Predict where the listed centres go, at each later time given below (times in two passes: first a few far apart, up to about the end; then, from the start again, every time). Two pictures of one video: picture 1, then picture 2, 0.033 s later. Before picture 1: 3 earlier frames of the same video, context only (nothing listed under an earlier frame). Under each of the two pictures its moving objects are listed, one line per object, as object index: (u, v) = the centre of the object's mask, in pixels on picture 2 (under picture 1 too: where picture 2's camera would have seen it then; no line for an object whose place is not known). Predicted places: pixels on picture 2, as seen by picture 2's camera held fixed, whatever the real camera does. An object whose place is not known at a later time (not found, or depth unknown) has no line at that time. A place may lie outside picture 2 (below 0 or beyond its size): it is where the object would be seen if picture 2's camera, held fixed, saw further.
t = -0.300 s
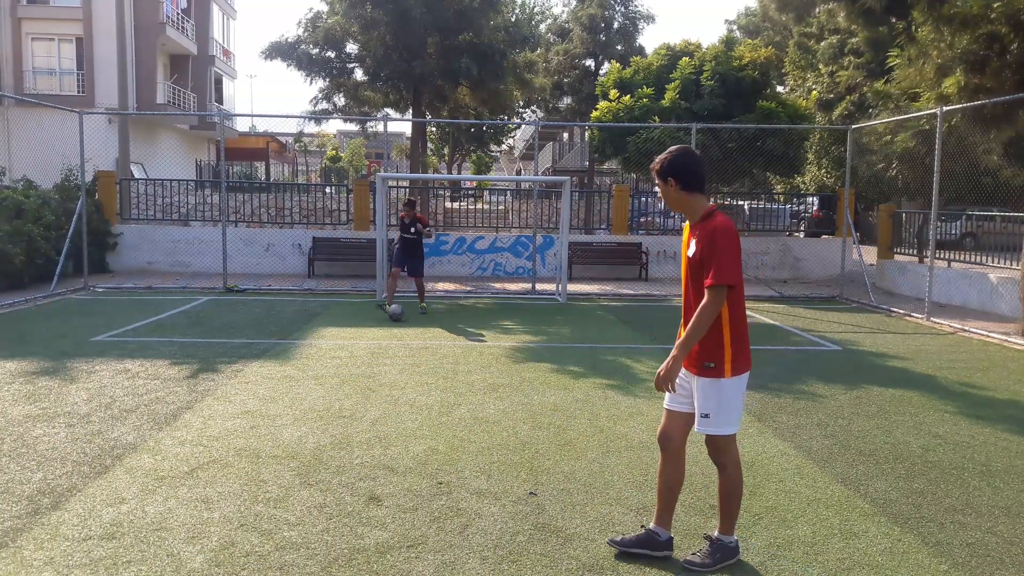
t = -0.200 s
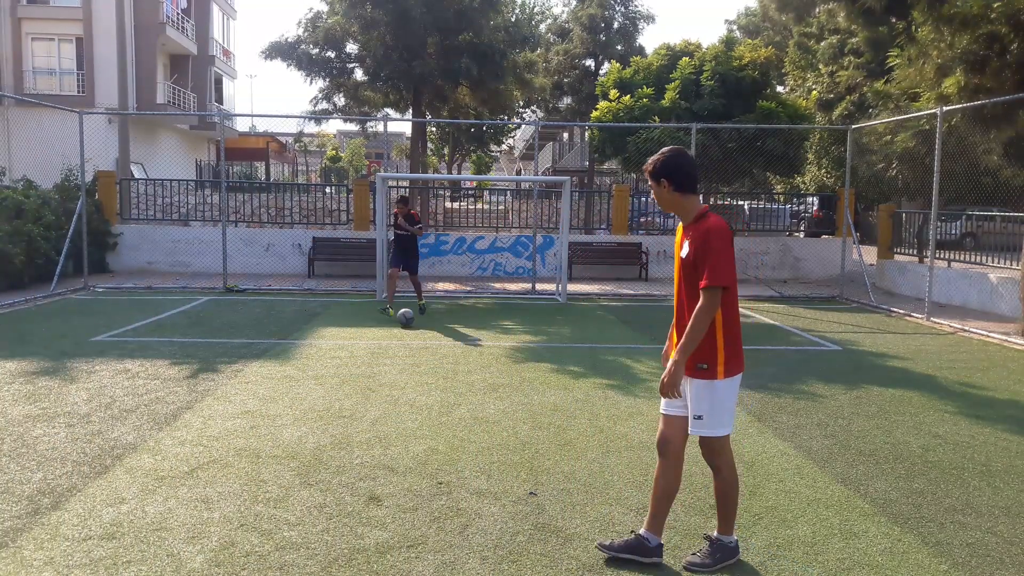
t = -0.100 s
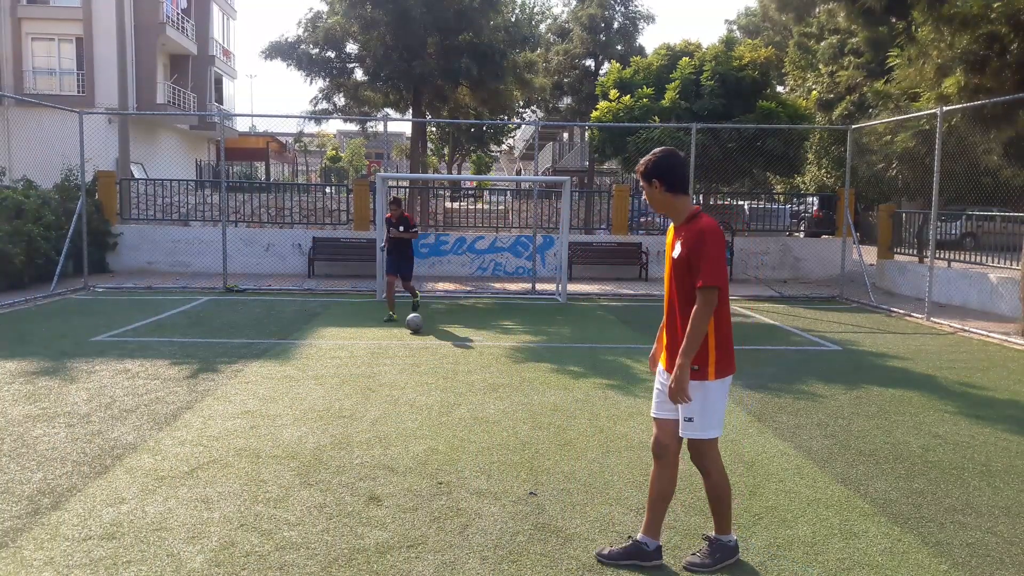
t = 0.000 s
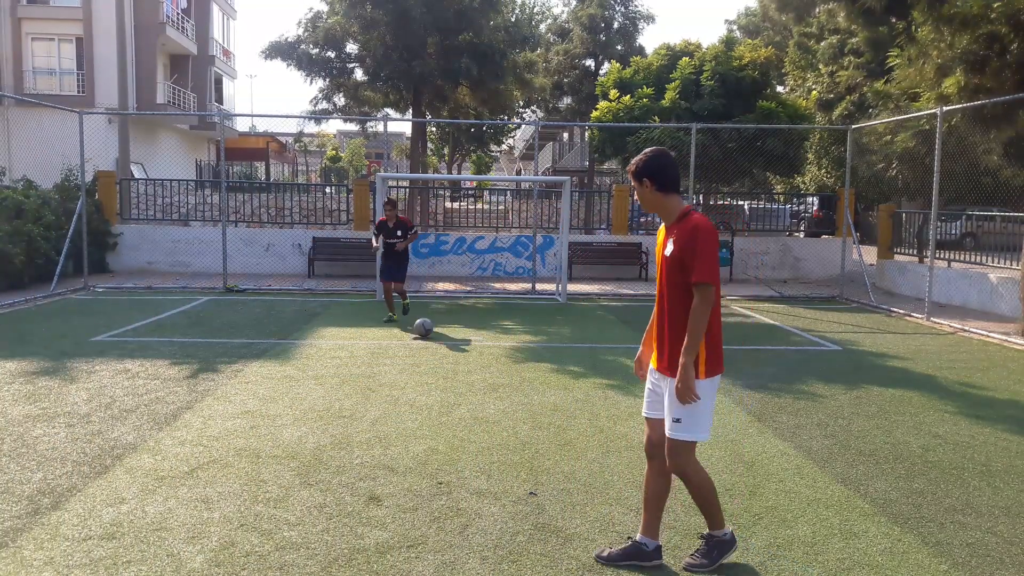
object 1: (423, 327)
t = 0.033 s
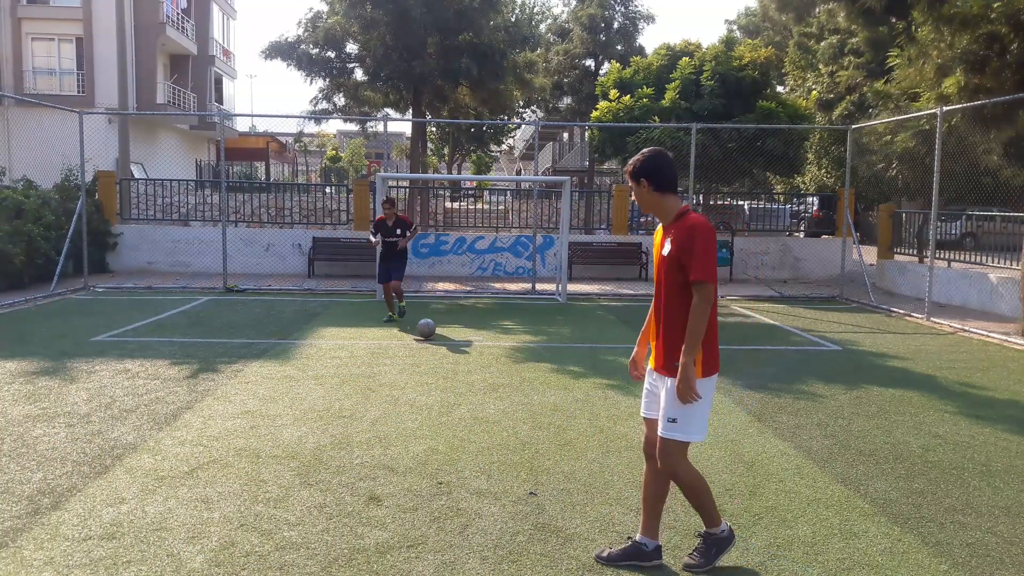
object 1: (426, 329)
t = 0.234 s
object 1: (444, 342)
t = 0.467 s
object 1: (470, 356)
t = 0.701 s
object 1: (501, 374)
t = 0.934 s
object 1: (540, 398)
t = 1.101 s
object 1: (574, 418)
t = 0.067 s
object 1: (429, 330)
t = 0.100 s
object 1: (432, 334)
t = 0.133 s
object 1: (435, 335)
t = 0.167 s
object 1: (438, 337)
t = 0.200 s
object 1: (441, 339)
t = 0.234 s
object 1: (444, 342)
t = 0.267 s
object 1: (448, 344)
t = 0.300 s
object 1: (451, 346)
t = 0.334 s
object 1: (455, 348)
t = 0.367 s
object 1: (458, 350)
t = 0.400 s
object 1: (462, 352)
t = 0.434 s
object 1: (466, 354)
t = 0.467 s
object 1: (470, 356)
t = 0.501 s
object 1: (474, 359)
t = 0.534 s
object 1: (478, 361)
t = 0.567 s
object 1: (482, 364)
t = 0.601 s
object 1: (487, 366)
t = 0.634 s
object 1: (492, 369)
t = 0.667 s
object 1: (496, 371)
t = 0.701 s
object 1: (501, 374)
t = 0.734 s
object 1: (506, 377)
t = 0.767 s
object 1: (511, 380)
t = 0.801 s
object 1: (516, 384)
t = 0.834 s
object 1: (522, 387)
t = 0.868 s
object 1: (528, 390)
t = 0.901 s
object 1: (534, 394)
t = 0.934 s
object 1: (540, 398)
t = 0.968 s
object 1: (546, 401)
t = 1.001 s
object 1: (553, 405)
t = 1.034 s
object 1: (560, 409)
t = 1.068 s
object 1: (567, 413)
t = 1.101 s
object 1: (574, 418)
